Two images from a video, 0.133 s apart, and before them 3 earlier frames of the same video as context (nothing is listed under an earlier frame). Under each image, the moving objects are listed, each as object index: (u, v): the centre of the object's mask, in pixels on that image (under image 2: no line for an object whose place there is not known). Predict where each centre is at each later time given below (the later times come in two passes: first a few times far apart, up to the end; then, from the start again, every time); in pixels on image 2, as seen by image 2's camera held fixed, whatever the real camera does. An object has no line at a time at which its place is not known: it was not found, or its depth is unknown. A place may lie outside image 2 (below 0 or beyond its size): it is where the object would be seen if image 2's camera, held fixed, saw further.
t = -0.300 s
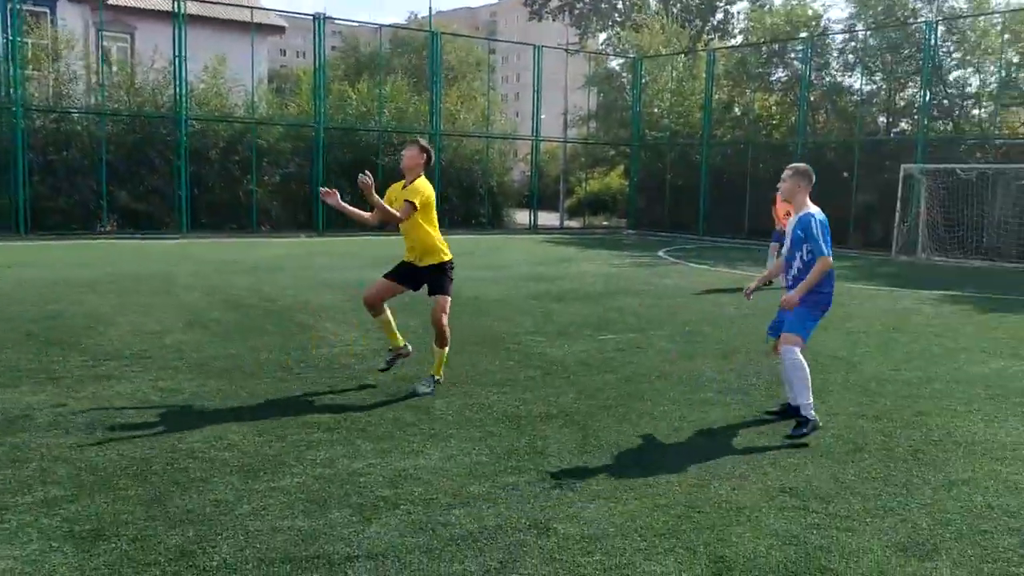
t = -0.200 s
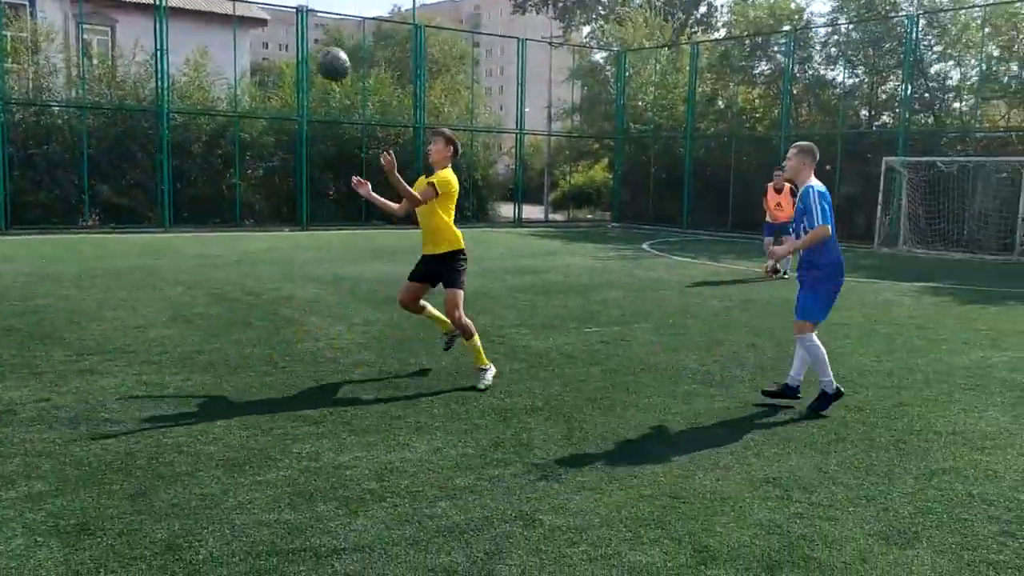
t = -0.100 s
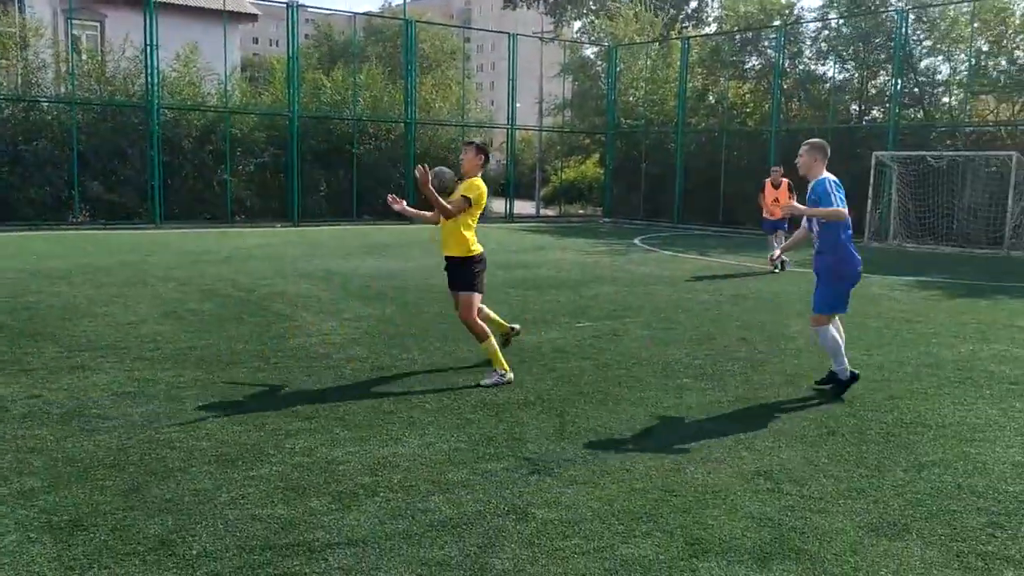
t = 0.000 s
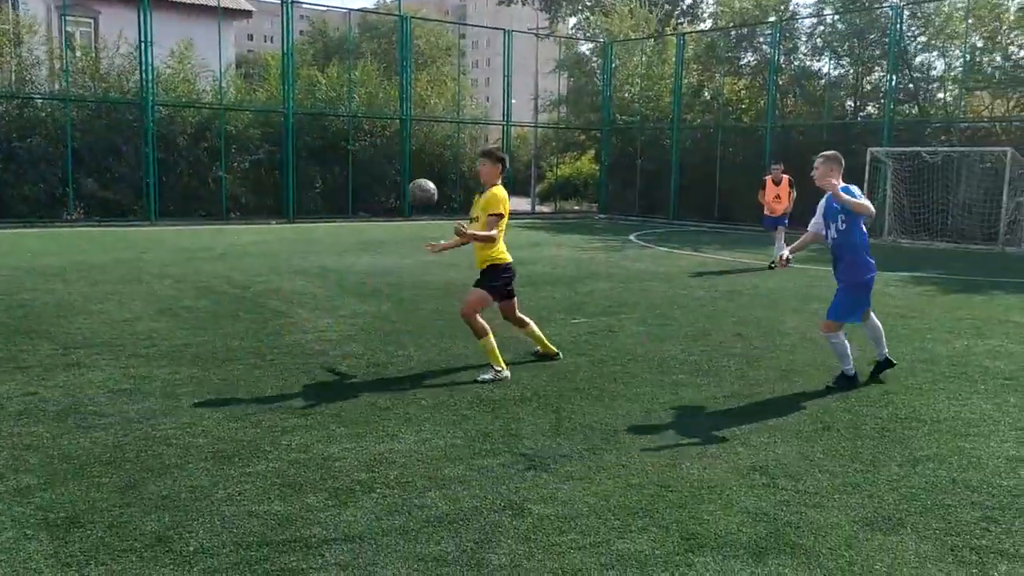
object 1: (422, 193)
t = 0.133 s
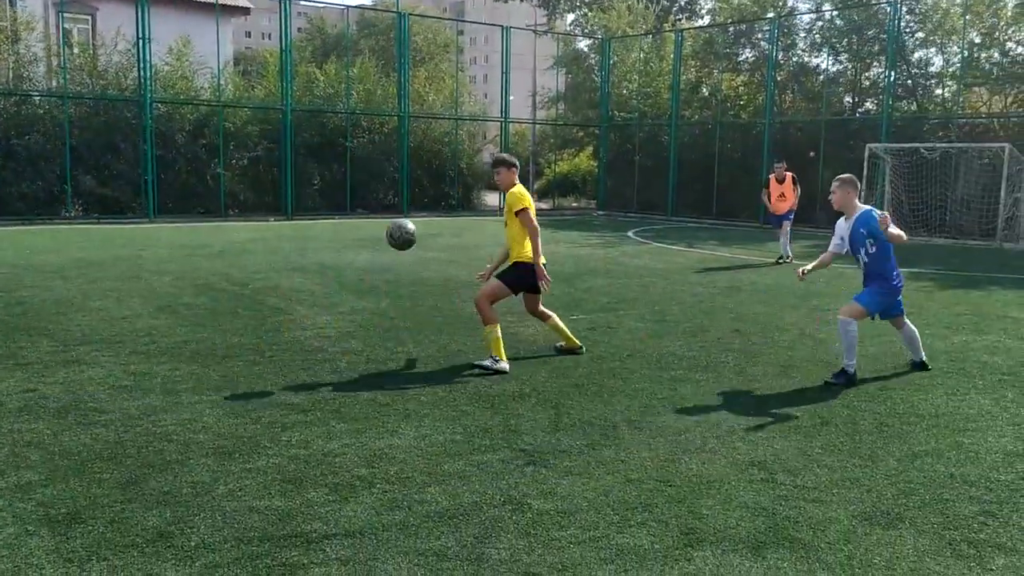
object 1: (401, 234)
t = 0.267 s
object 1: (382, 304)
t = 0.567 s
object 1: (327, 276)
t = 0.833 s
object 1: (271, 244)
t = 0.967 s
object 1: (244, 265)
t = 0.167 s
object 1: (397, 250)
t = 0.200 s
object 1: (392, 266)
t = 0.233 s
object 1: (387, 284)
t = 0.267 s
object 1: (382, 304)
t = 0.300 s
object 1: (377, 327)
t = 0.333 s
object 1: (372, 351)
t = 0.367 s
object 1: (369, 367)
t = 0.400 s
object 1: (360, 345)
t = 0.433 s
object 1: (354, 328)
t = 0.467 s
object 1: (347, 313)
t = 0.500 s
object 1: (340, 299)
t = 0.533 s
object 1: (333, 287)
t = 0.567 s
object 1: (327, 276)
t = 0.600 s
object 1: (320, 266)
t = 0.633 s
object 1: (313, 258)
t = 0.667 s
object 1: (306, 252)
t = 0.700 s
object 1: (299, 247)
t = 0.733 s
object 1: (291, 244)
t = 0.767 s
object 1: (285, 242)
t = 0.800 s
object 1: (278, 242)
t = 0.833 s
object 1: (271, 244)
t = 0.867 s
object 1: (264, 246)
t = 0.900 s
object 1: (258, 251)
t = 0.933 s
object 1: (251, 257)
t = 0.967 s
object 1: (244, 265)
